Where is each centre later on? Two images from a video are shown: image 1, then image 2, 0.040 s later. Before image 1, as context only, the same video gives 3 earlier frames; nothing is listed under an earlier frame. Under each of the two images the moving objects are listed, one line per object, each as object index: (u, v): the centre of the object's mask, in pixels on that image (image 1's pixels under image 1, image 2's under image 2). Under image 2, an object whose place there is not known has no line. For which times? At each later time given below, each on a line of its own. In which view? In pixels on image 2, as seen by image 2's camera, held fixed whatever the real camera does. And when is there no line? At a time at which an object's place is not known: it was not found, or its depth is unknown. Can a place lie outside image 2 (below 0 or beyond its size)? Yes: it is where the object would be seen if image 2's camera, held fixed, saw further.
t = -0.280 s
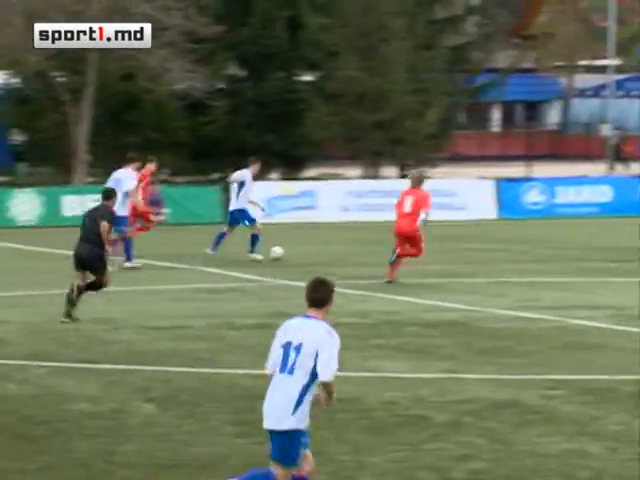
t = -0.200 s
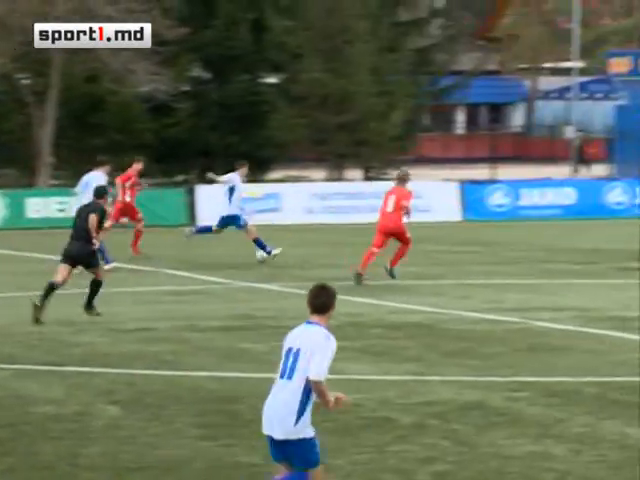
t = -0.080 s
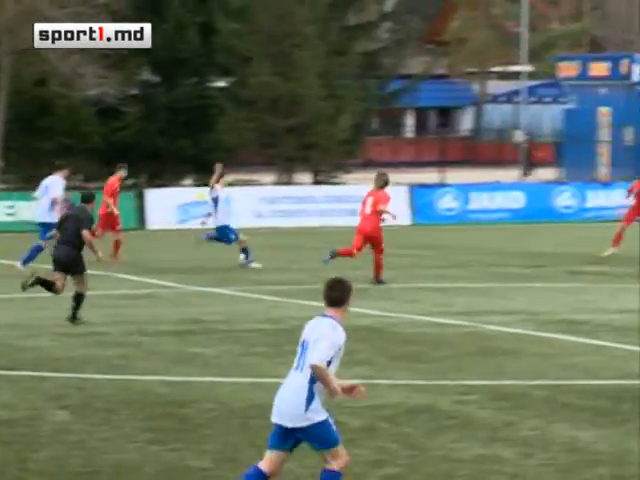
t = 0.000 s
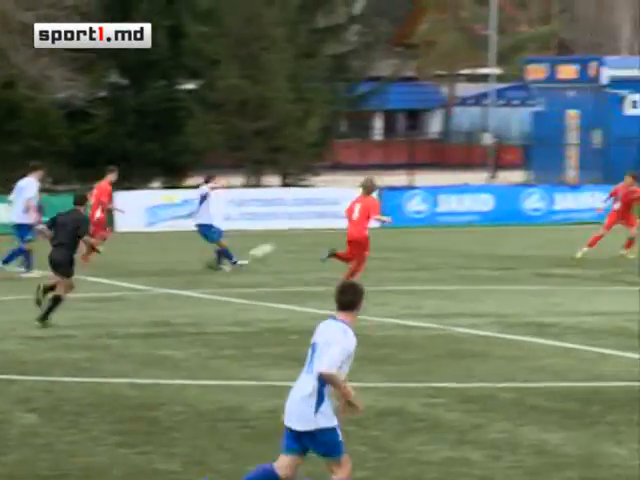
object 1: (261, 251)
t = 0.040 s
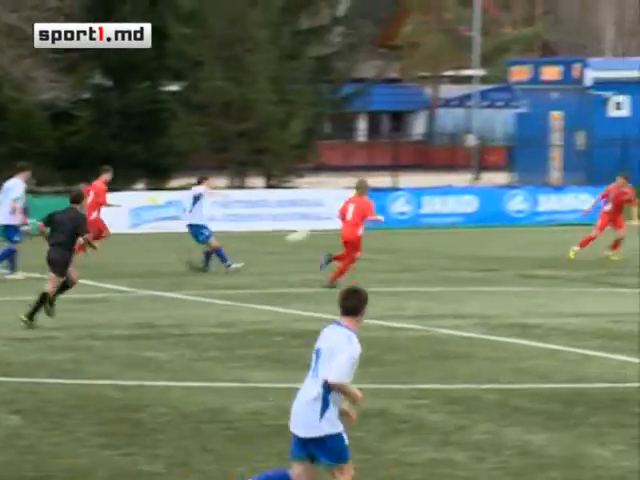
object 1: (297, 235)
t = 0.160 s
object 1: (457, 190)
